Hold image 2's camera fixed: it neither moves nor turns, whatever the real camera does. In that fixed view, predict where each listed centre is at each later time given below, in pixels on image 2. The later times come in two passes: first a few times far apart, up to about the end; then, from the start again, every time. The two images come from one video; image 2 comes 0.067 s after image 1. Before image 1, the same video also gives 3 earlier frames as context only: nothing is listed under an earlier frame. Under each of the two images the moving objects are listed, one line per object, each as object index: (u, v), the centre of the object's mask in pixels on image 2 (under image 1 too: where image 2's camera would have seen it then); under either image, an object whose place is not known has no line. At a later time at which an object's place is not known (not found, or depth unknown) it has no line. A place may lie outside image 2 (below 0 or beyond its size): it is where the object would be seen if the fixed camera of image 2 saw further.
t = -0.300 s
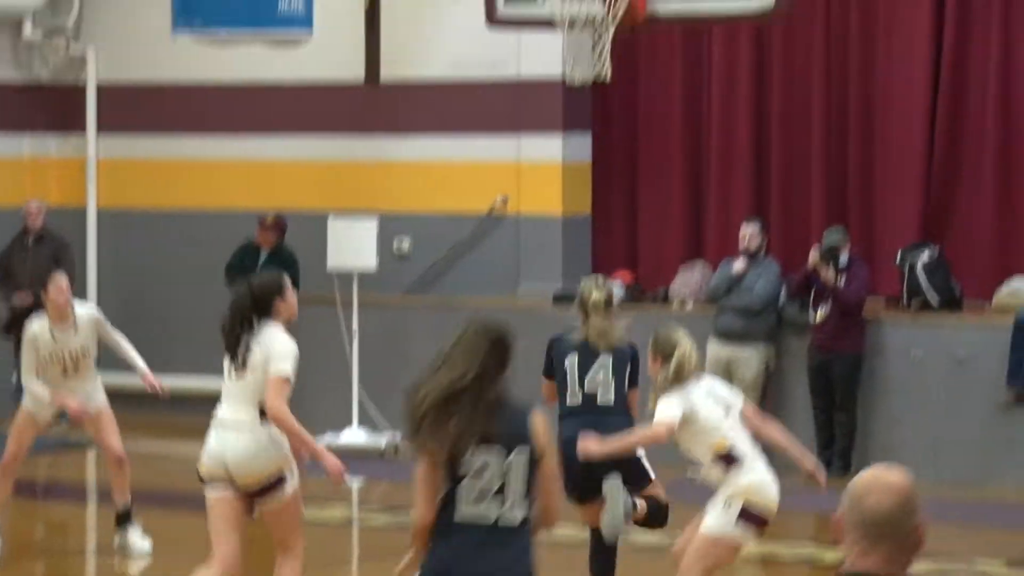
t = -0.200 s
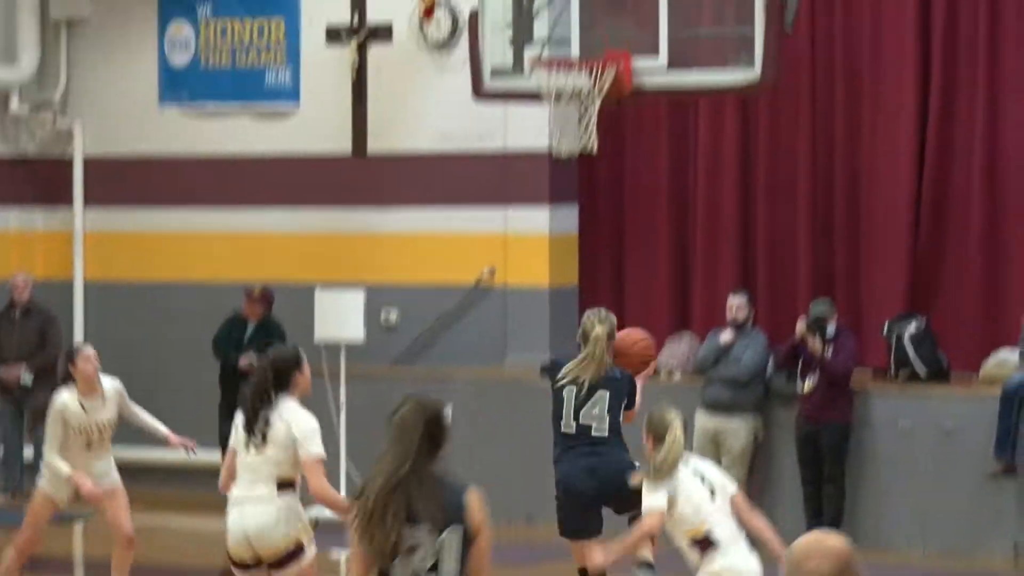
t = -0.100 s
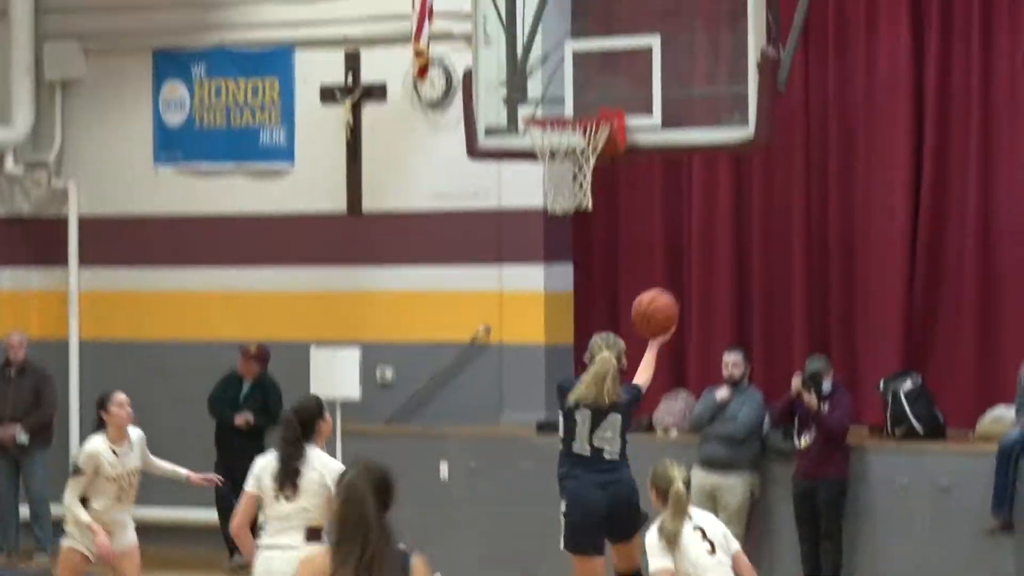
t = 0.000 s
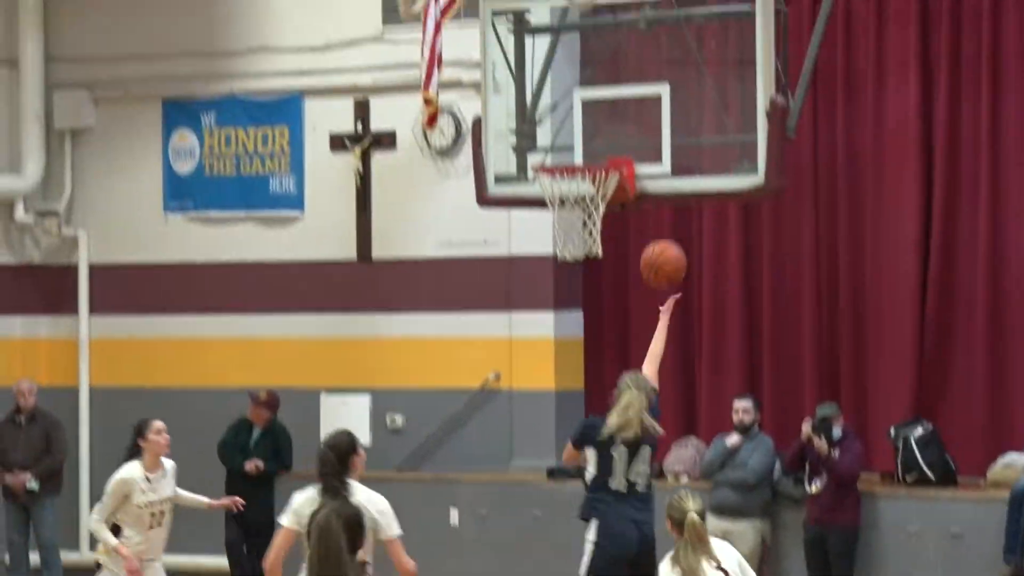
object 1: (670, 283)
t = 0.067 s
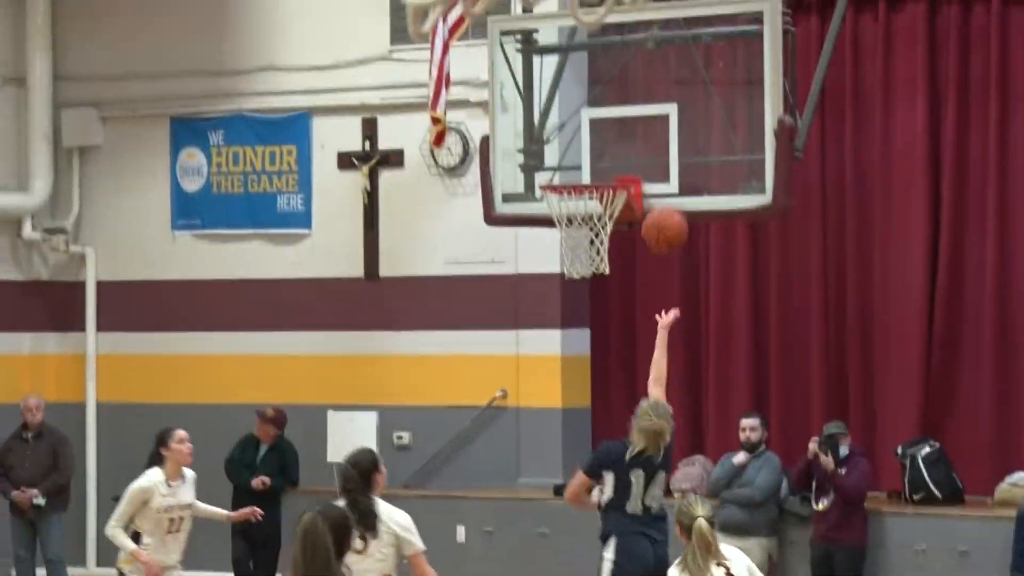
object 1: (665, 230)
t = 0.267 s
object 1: (650, 127)
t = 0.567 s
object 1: (603, 111)
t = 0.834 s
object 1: (596, 175)
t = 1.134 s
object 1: (575, 231)
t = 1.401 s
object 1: (567, 304)
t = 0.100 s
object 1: (661, 207)
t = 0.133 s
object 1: (659, 184)
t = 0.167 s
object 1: (657, 166)
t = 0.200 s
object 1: (654, 151)
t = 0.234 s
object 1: (652, 138)
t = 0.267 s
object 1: (650, 127)
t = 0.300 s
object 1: (647, 117)
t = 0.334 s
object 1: (644, 109)
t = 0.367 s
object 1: (642, 104)
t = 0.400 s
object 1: (640, 101)
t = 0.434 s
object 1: (636, 100)
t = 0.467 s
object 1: (628, 99)
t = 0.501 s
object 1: (619, 101)
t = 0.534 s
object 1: (612, 105)
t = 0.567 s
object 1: (603, 111)
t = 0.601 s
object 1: (595, 118)
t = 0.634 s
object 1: (587, 129)
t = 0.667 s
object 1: (578, 141)
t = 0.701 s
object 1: (570, 155)
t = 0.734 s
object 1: (561, 170)
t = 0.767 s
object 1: (569, 171)
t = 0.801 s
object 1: (583, 173)
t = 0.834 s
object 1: (596, 175)
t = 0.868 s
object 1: (606, 190)
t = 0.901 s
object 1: (605, 196)
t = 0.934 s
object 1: (601, 201)
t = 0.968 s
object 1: (596, 207)
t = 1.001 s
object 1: (587, 213)
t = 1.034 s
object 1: (585, 219)
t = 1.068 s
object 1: (584, 223)
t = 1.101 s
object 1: (577, 228)
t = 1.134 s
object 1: (575, 231)
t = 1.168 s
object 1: (573, 235)
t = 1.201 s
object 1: (568, 240)
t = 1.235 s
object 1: (568, 248)
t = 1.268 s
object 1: (569, 254)
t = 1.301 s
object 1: (567, 267)
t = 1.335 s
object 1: (568, 278)
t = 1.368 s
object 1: (568, 290)
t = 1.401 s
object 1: (567, 304)
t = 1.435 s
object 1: (568, 320)
